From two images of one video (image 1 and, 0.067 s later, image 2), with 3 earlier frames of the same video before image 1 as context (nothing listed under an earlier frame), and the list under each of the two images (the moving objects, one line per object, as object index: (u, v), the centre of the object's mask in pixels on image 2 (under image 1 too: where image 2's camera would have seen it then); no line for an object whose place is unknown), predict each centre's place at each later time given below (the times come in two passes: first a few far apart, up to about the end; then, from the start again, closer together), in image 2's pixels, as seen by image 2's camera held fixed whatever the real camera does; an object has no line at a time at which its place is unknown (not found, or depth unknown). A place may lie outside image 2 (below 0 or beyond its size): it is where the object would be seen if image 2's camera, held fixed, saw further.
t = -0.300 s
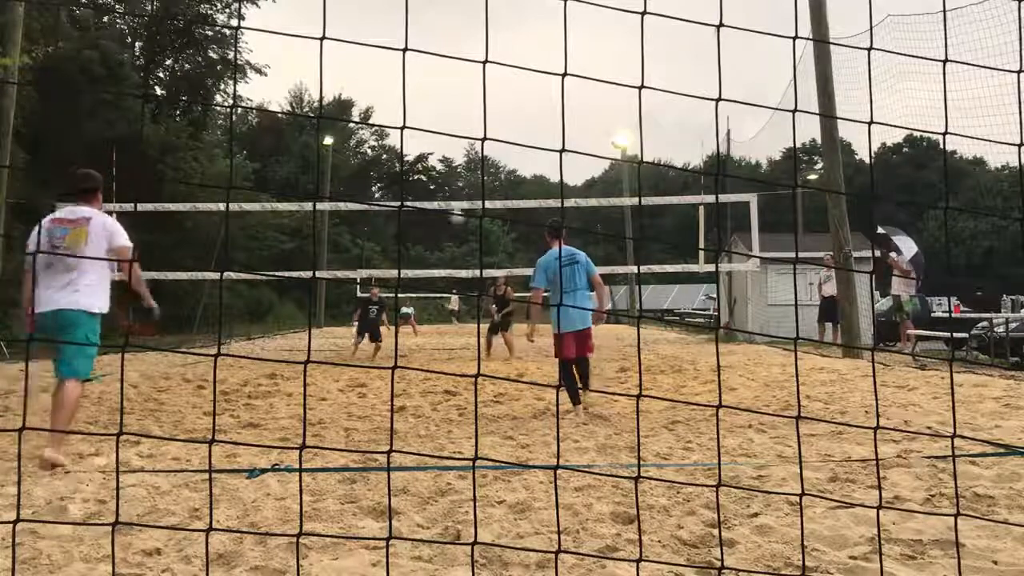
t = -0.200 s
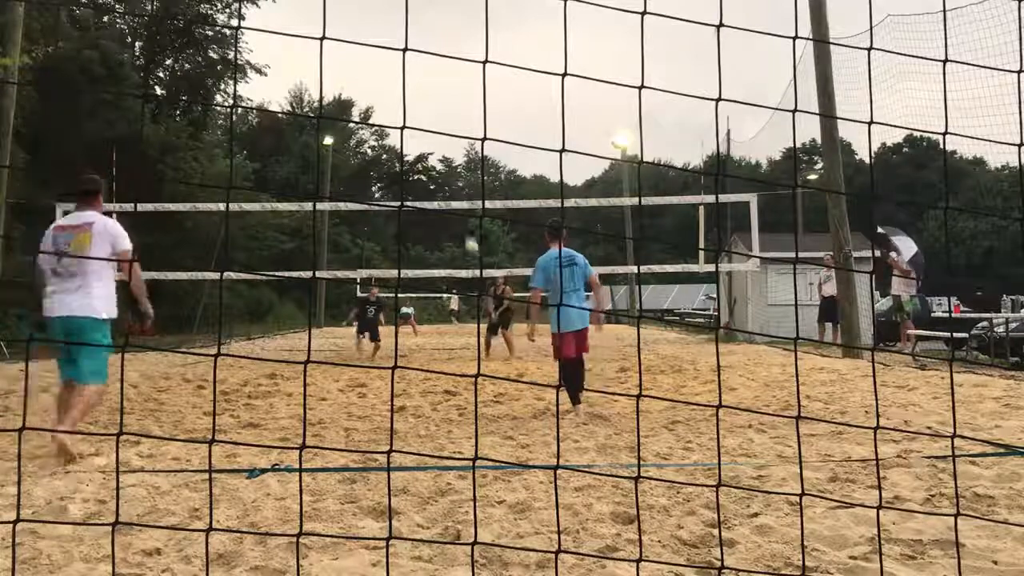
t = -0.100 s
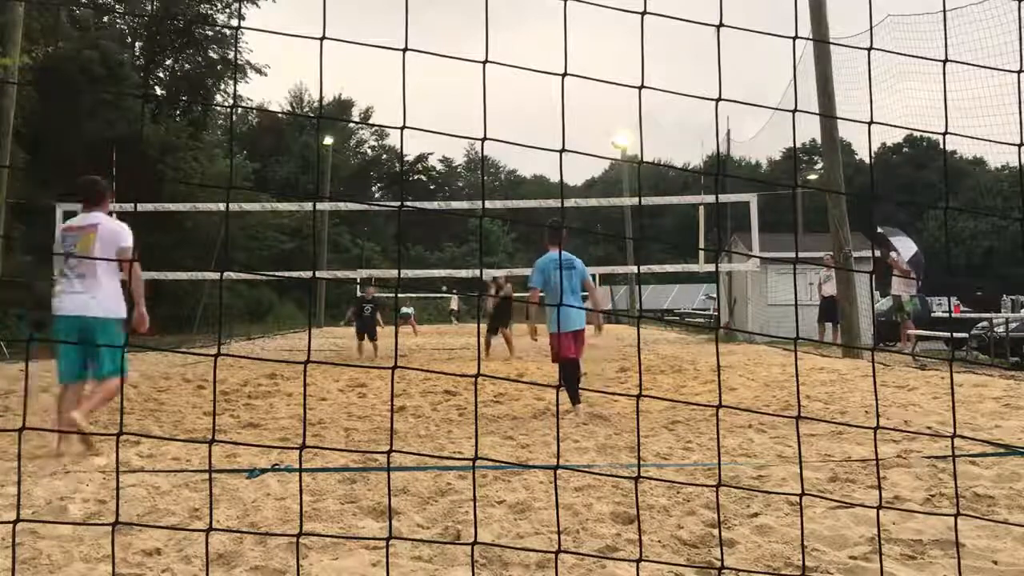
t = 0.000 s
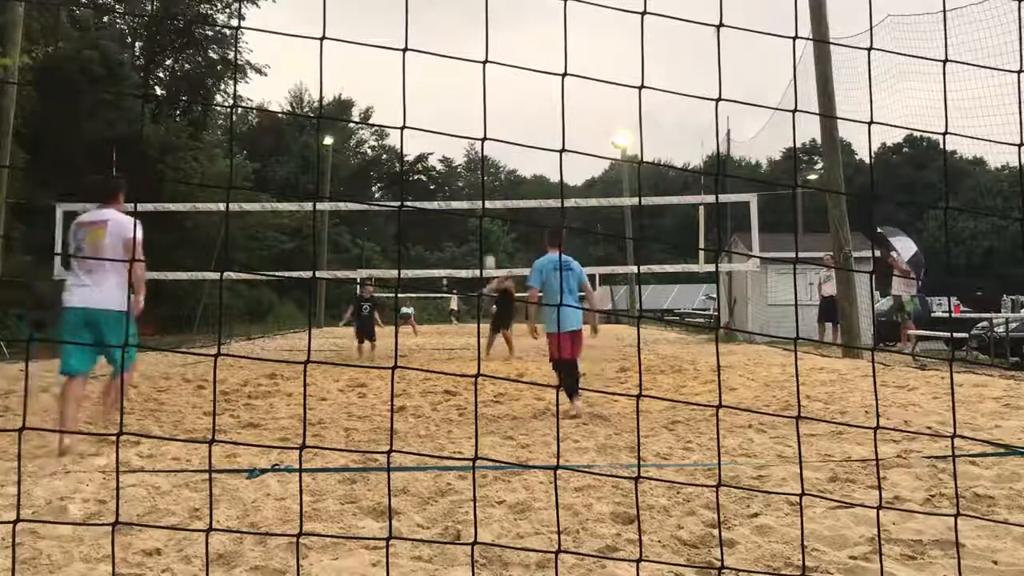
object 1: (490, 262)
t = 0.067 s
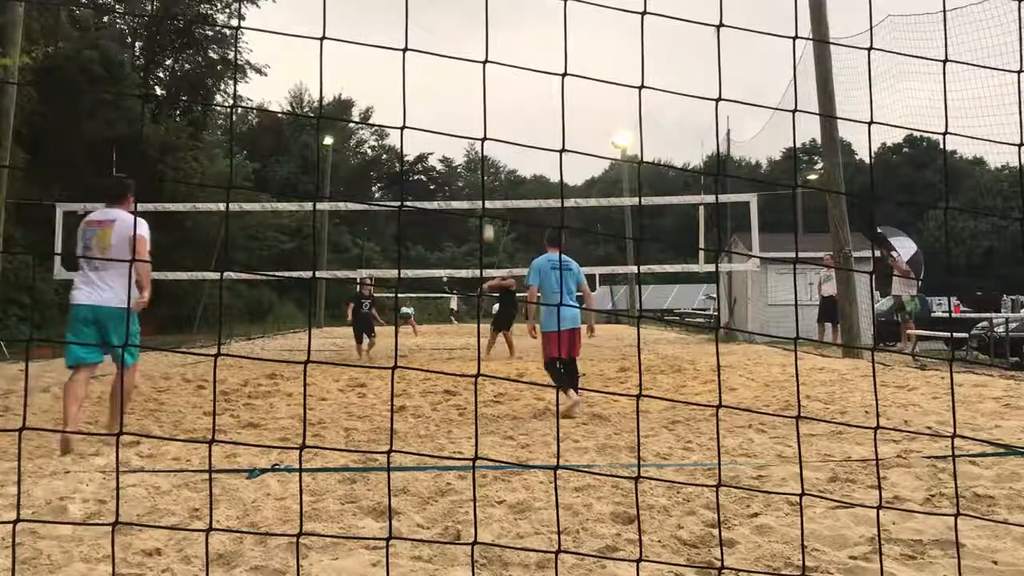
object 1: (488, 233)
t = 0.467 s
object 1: (479, 98)
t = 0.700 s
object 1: (479, 56)
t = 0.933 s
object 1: (475, 43)
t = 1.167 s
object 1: (473, 58)
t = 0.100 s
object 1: (488, 221)
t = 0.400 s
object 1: (479, 115)
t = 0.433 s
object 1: (479, 108)
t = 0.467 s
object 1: (479, 98)
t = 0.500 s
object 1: (478, 90)
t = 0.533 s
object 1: (478, 84)
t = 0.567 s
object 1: (478, 76)
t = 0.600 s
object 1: (478, 70)
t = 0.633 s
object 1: (478, 67)
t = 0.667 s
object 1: (478, 57)
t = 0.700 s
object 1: (479, 56)
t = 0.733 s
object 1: (476, 53)
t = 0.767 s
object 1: (475, 48)
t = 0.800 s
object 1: (475, 46)
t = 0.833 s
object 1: (475, 45)
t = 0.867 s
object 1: (475, 43)
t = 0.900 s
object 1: (475, 43)
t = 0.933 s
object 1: (475, 43)
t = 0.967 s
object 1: (475, 43)
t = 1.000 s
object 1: (474, 44)
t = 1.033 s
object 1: (474, 46)
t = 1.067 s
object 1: (473, 49)
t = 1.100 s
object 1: (473, 52)
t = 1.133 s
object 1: (473, 56)
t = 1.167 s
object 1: (473, 58)
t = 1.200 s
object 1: (472, 67)
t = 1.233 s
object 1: (472, 71)
